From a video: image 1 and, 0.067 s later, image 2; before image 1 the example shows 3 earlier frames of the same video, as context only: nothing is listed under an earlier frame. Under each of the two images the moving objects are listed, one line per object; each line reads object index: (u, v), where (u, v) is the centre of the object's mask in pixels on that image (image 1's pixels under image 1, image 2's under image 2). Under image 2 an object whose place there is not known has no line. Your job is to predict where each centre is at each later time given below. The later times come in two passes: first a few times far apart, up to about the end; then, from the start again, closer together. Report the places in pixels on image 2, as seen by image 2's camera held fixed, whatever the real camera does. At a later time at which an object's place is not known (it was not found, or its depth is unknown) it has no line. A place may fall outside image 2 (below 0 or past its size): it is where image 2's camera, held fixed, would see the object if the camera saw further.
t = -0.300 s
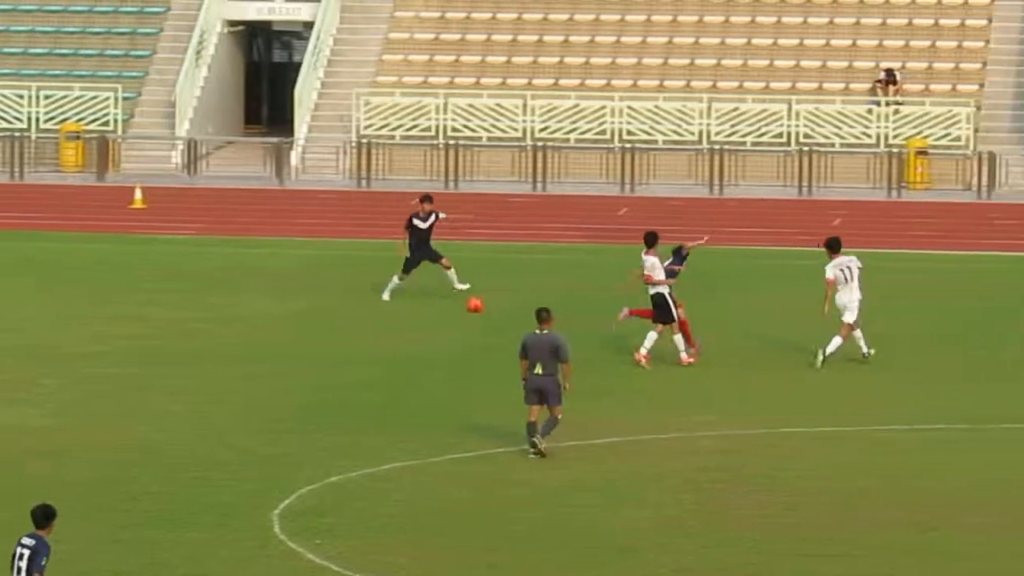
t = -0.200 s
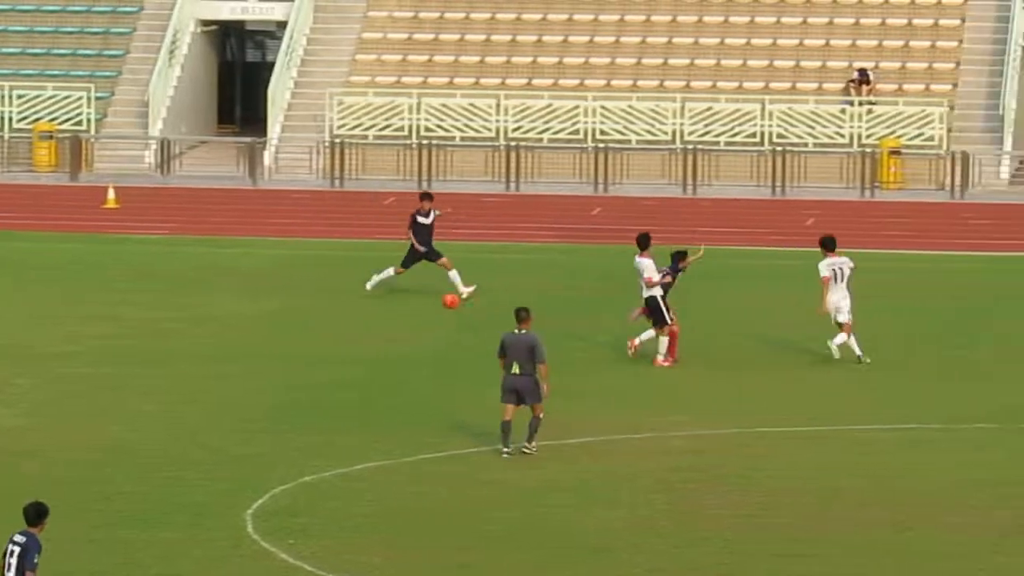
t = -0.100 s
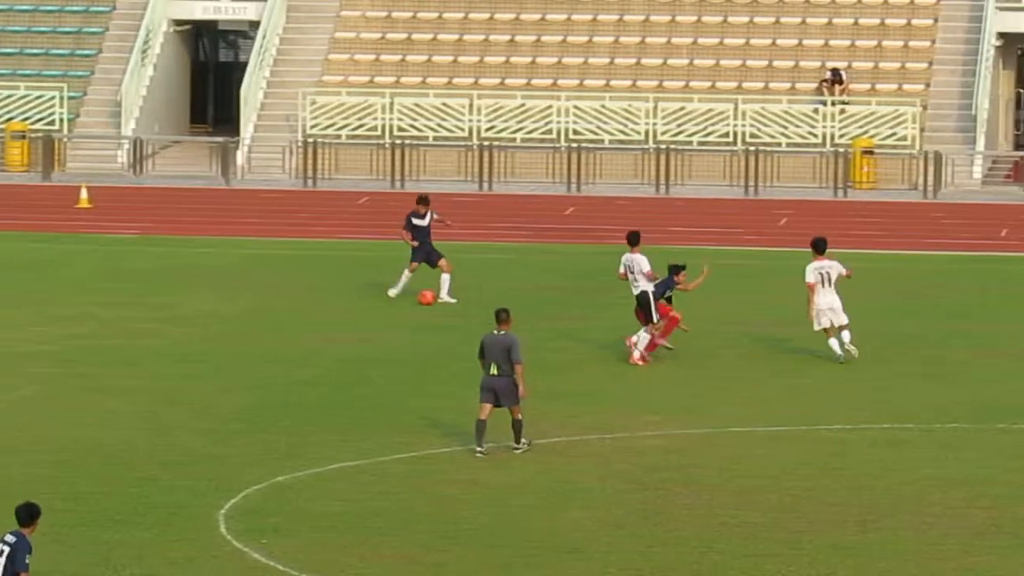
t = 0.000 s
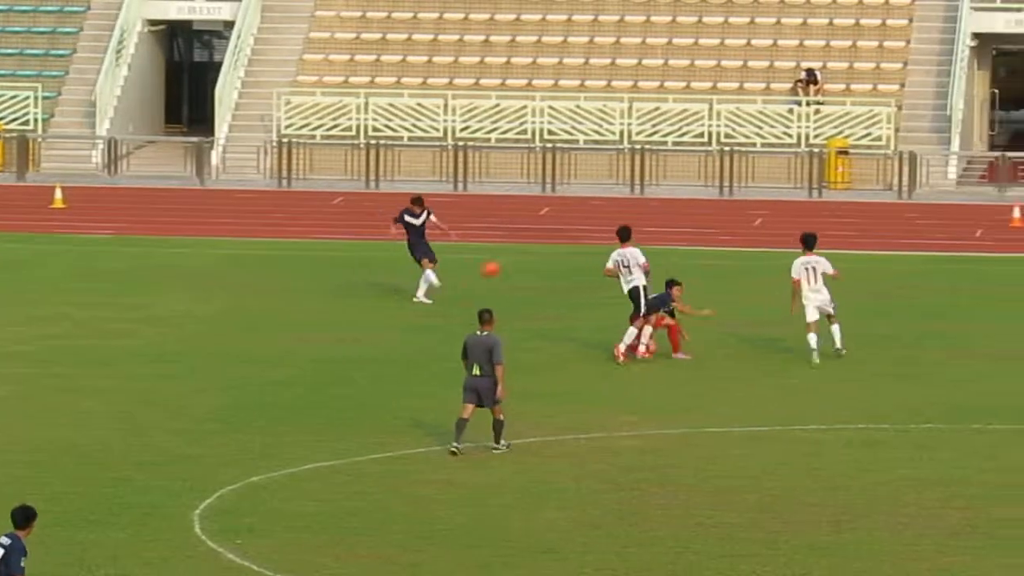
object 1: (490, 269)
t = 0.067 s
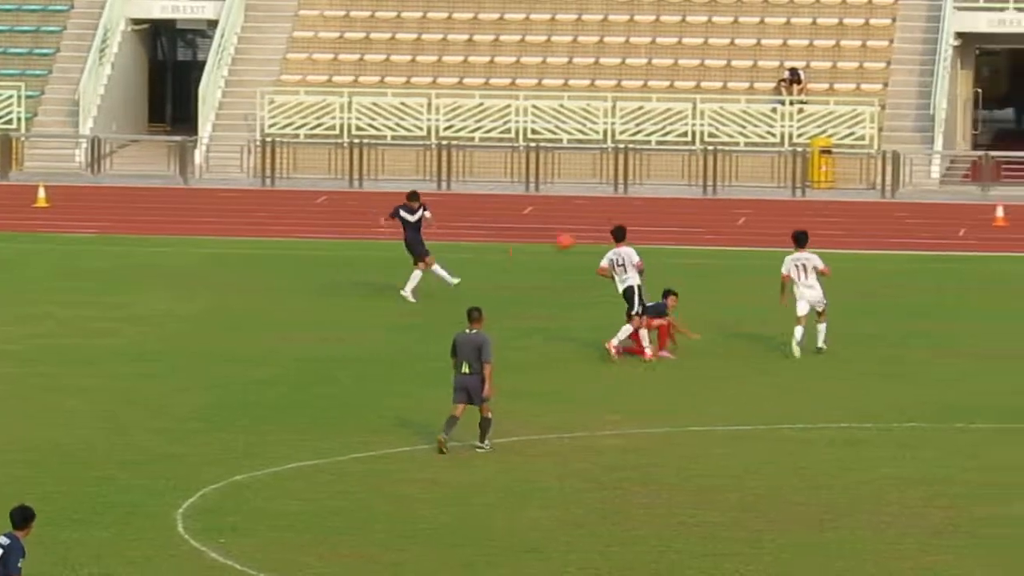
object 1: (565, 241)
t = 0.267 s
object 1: (832, 181)
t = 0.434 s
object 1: (1053, 147)
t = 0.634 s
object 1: (1321, 134)
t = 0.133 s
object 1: (655, 219)
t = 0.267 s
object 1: (832, 181)
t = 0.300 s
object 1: (875, 173)
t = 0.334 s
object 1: (920, 166)
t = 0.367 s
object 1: (965, 161)
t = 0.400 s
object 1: (1009, 152)
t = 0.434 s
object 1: (1053, 147)
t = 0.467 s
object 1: (1098, 144)
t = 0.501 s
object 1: (1143, 140)
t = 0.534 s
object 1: (1188, 138)
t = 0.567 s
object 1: (1234, 135)
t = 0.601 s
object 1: (1277, 135)
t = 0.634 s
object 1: (1321, 134)
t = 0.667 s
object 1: (1365, 135)
